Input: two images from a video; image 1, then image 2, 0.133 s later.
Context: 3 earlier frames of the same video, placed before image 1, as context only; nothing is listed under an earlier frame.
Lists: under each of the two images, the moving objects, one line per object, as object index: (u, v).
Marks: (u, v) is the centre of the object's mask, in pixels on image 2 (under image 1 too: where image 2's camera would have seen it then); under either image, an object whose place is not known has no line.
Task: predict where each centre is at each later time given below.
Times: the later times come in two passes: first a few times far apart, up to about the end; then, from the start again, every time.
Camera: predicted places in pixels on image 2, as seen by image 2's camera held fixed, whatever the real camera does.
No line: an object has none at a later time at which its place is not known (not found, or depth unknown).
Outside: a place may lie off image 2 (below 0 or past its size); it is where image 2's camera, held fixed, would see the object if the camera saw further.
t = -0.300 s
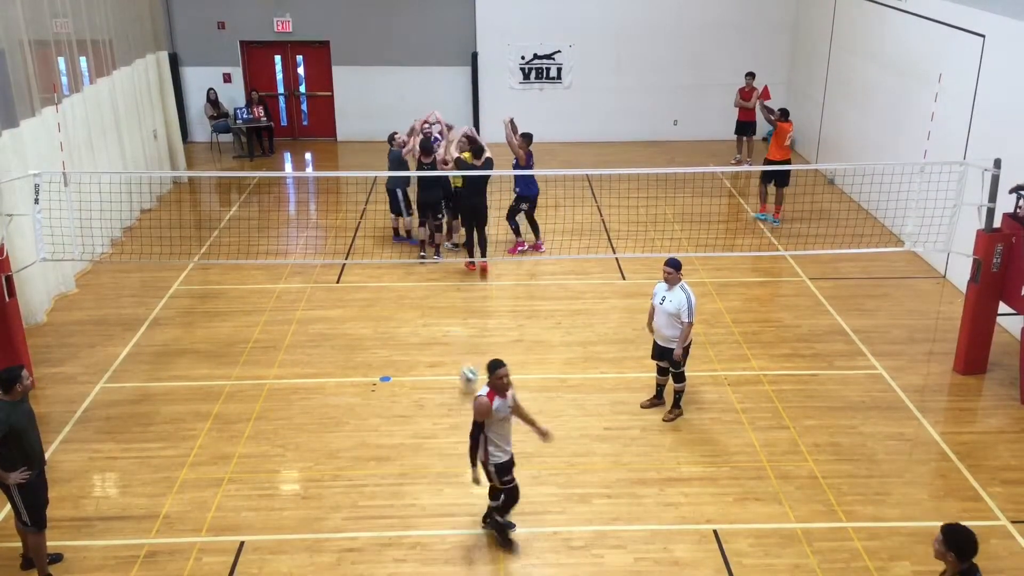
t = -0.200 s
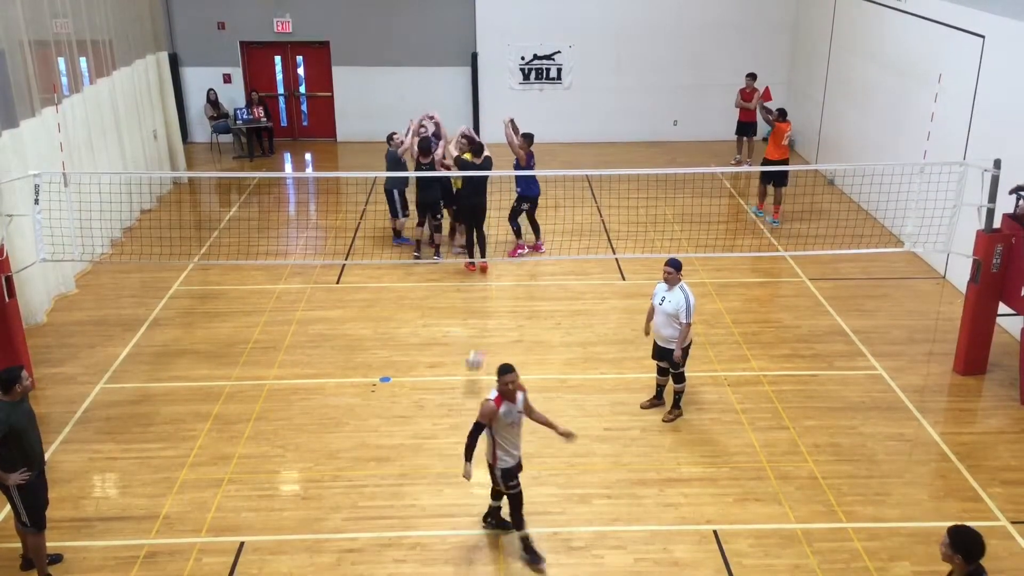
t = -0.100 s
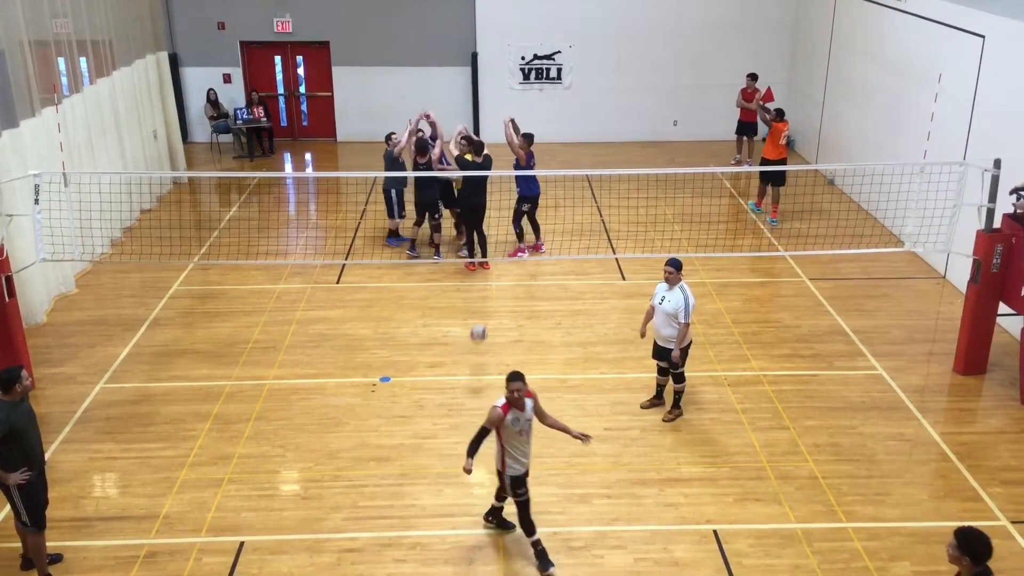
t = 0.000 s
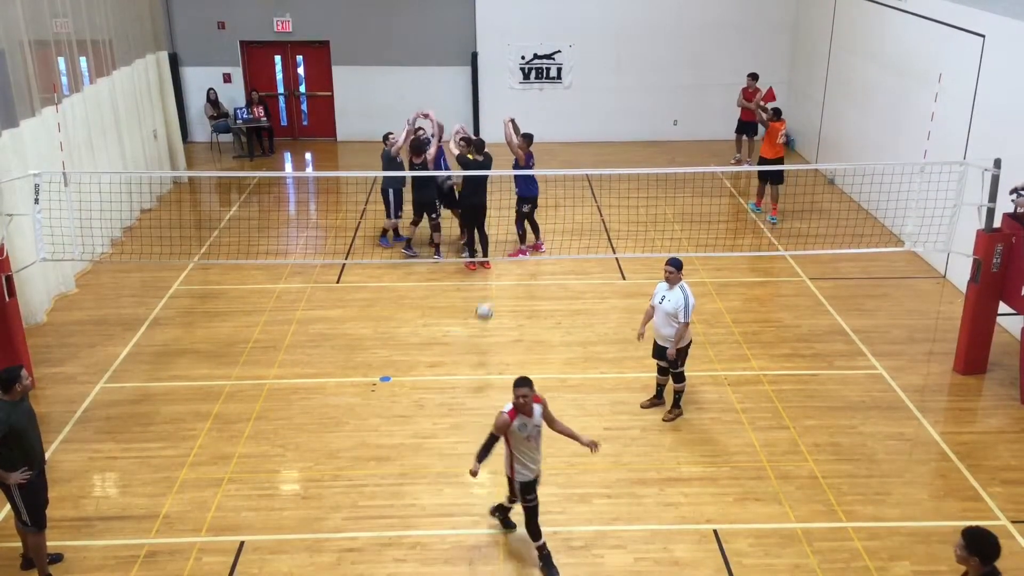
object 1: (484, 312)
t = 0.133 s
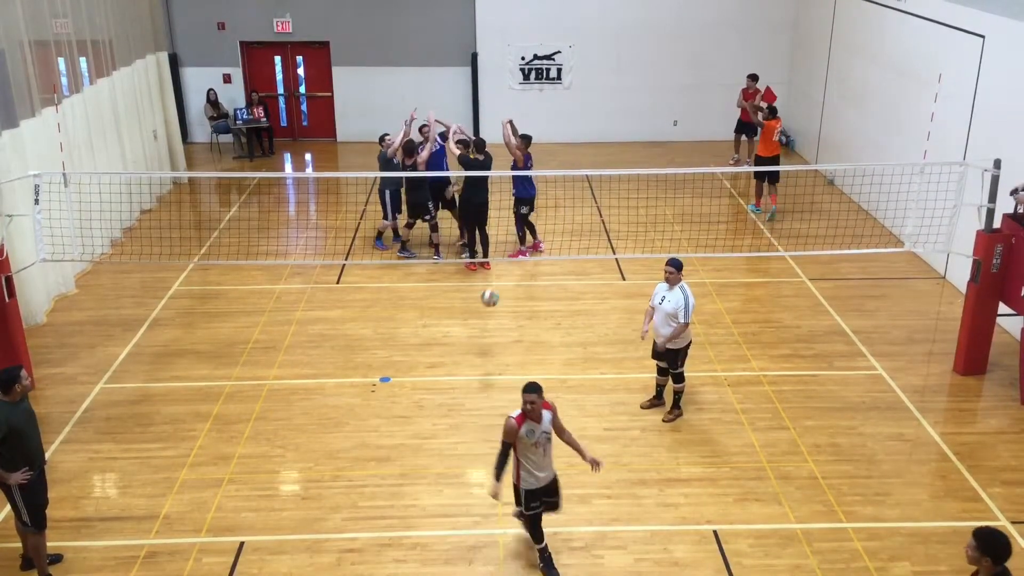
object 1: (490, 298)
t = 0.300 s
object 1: (498, 299)
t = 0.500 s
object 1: (506, 326)
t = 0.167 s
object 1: (491, 296)
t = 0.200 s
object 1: (492, 296)
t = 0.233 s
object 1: (494, 296)
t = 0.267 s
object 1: (496, 297)
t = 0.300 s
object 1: (498, 299)
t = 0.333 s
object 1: (499, 301)
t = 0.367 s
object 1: (501, 304)
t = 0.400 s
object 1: (503, 309)
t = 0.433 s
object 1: (504, 314)
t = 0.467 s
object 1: (505, 320)
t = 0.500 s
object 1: (506, 326)
